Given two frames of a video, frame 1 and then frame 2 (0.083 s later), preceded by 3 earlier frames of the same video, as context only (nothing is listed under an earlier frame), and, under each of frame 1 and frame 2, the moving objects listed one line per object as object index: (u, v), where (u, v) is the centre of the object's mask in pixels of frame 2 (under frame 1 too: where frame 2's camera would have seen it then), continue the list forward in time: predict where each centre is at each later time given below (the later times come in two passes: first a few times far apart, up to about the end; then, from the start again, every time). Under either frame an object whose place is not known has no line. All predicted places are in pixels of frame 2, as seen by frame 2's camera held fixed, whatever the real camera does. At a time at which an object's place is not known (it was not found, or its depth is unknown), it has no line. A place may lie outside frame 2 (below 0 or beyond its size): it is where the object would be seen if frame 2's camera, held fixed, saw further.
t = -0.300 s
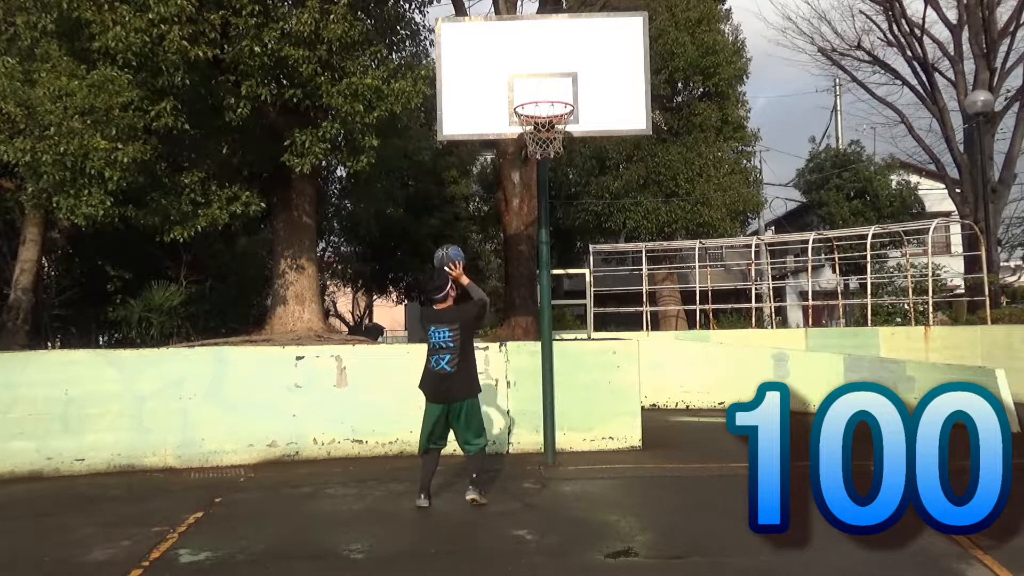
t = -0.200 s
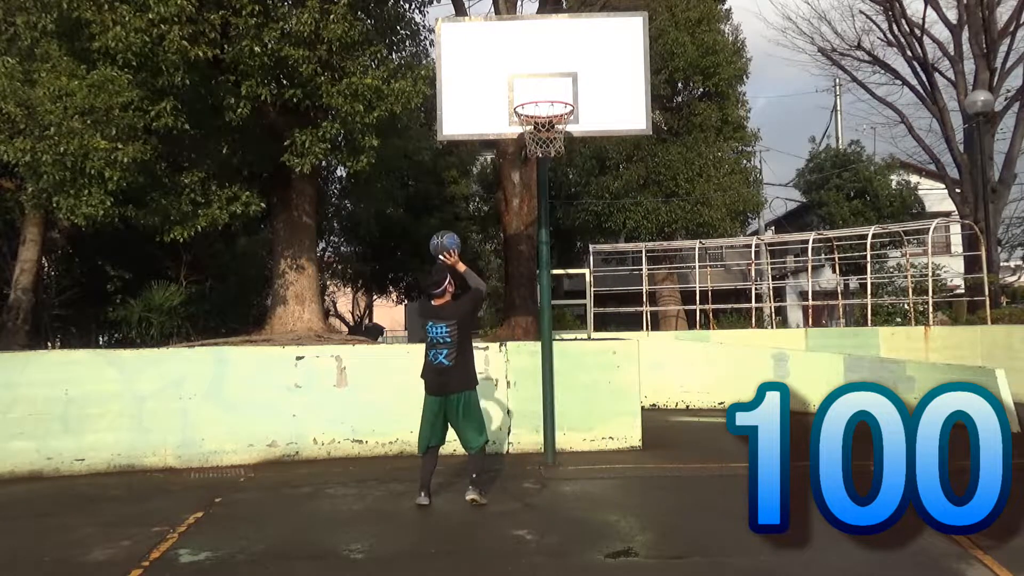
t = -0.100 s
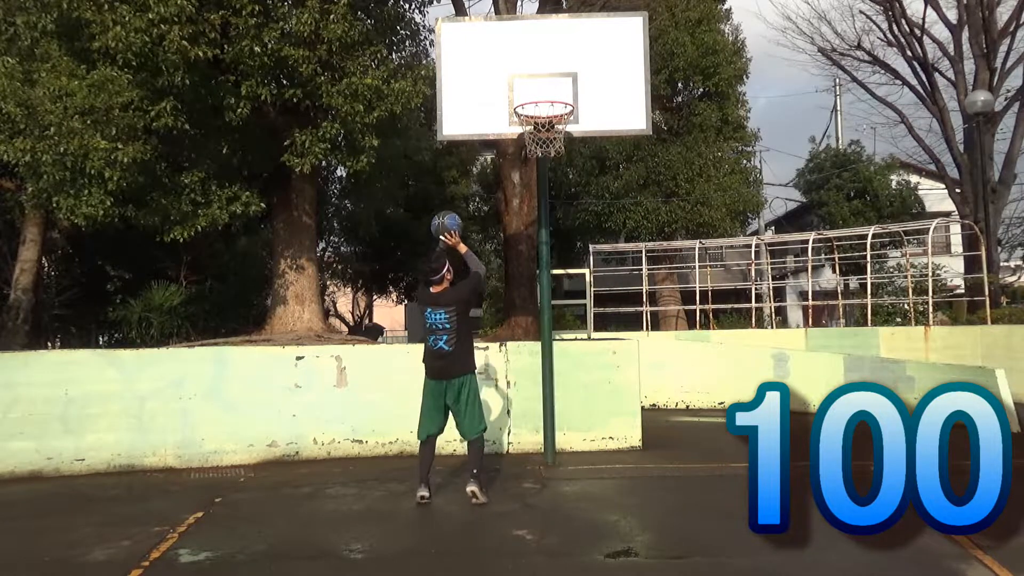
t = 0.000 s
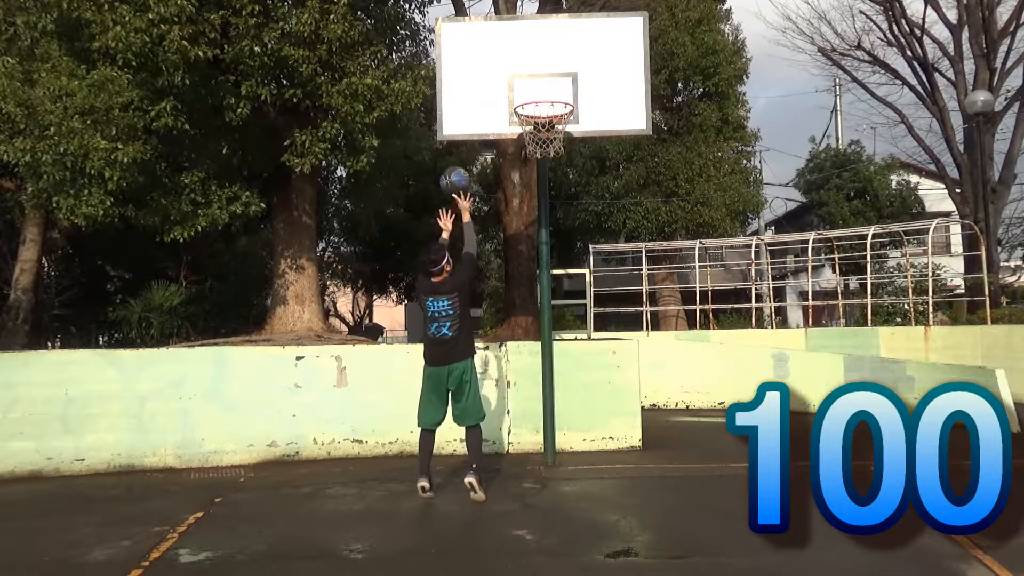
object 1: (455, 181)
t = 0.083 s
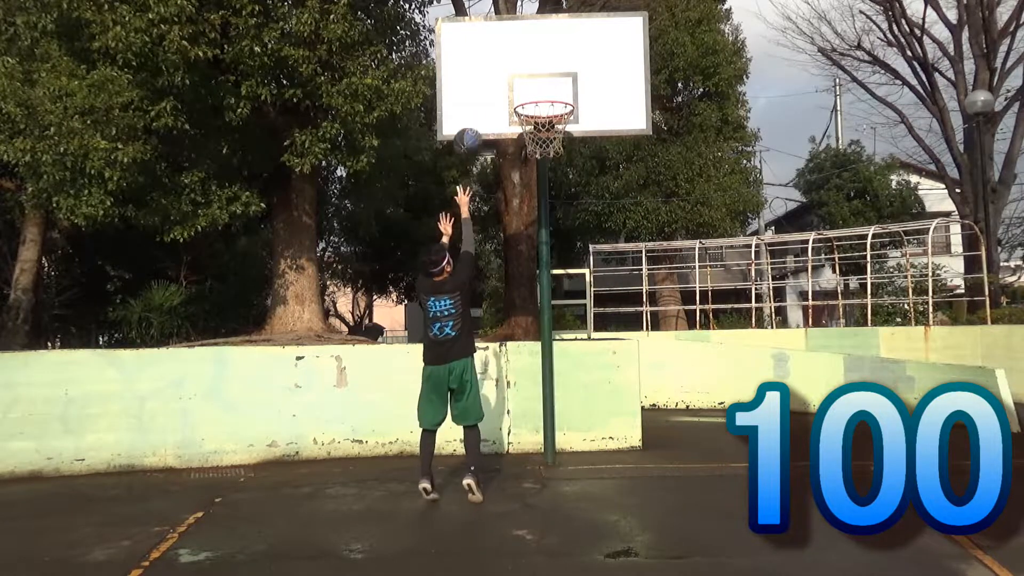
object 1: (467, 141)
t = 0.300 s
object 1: (502, 84)
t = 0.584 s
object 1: (535, 87)
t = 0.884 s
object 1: (554, 154)
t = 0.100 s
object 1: (471, 134)
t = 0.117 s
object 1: (474, 129)
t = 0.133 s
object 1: (476, 123)
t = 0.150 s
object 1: (479, 118)
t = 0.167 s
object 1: (481, 113)
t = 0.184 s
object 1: (484, 108)
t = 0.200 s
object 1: (487, 103)
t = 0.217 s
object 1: (489, 99)
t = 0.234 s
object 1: (492, 95)
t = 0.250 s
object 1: (495, 92)
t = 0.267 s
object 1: (497, 89)
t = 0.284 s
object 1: (500, 86)
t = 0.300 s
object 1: (502, 84)
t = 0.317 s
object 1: (505, 82)
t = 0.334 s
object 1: (507, 80)
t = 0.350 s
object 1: (510, 79)
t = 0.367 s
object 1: (513, 77)
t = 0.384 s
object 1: (515, 77)
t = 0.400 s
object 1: (518, 76)
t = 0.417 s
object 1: (520, 76)
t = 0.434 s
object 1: (522, 76)
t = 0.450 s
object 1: (523, 76)
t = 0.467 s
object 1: (525, 76)
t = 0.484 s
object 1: (526, 77)
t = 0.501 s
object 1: (528, 78)
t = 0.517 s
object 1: (529, 79)
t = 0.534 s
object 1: (531, 80)
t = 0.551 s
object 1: (532, 82)
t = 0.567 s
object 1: (534, 84)
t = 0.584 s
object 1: (535, 87)
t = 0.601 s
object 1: (537, 88)
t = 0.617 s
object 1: (538, 90)
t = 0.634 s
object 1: (540, 92)
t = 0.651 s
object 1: (542, 94)
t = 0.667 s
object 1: (543, 96)
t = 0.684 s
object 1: (544, 98)
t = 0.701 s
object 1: (546, 116)
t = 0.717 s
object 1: (548, 119)
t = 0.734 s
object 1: (548, 121)
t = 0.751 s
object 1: (549, 124)
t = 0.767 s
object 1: (549, 134)
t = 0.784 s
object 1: (554, 147)
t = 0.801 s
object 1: (557, 145)
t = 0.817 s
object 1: (556, 142)
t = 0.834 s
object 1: (556, 143)
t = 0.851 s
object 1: (556, 145)
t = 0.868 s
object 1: (554, 150)
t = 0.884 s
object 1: (554, 154)
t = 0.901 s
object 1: (554, 156)
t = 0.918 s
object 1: (555, 162)
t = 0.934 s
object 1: (555, 167)
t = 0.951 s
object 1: (556, 172)
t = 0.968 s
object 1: (556, 178)
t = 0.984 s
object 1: (557, 184)
